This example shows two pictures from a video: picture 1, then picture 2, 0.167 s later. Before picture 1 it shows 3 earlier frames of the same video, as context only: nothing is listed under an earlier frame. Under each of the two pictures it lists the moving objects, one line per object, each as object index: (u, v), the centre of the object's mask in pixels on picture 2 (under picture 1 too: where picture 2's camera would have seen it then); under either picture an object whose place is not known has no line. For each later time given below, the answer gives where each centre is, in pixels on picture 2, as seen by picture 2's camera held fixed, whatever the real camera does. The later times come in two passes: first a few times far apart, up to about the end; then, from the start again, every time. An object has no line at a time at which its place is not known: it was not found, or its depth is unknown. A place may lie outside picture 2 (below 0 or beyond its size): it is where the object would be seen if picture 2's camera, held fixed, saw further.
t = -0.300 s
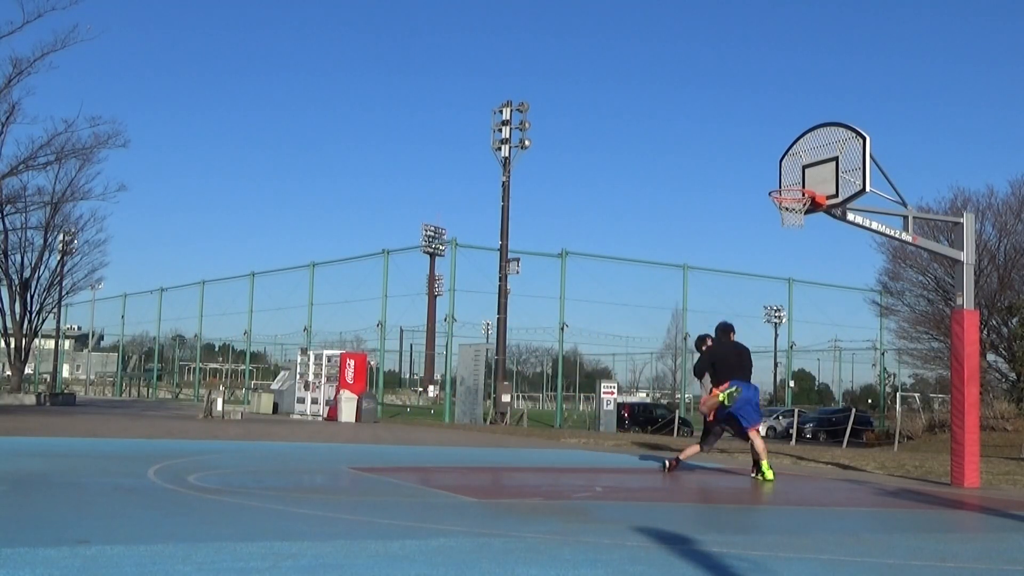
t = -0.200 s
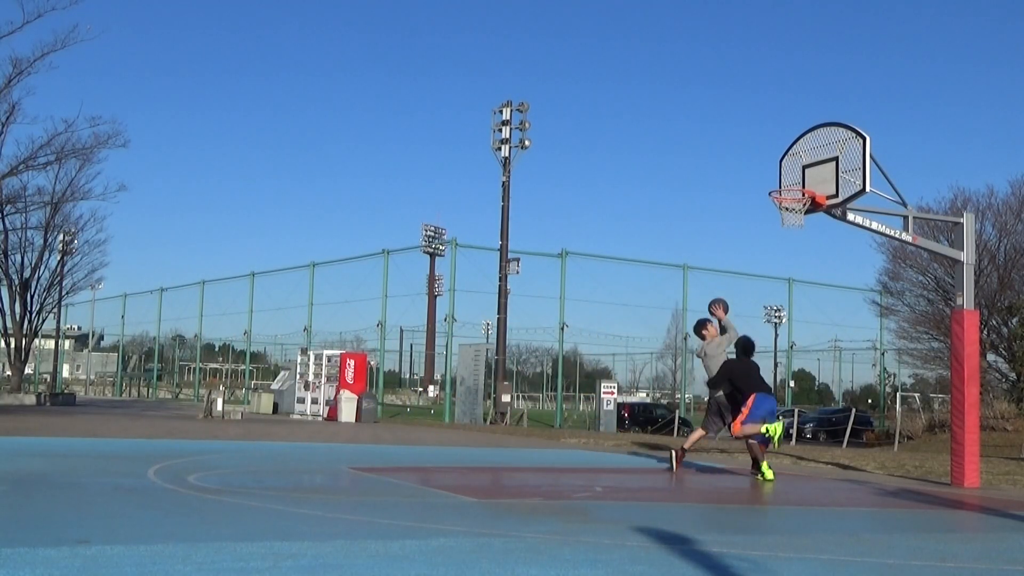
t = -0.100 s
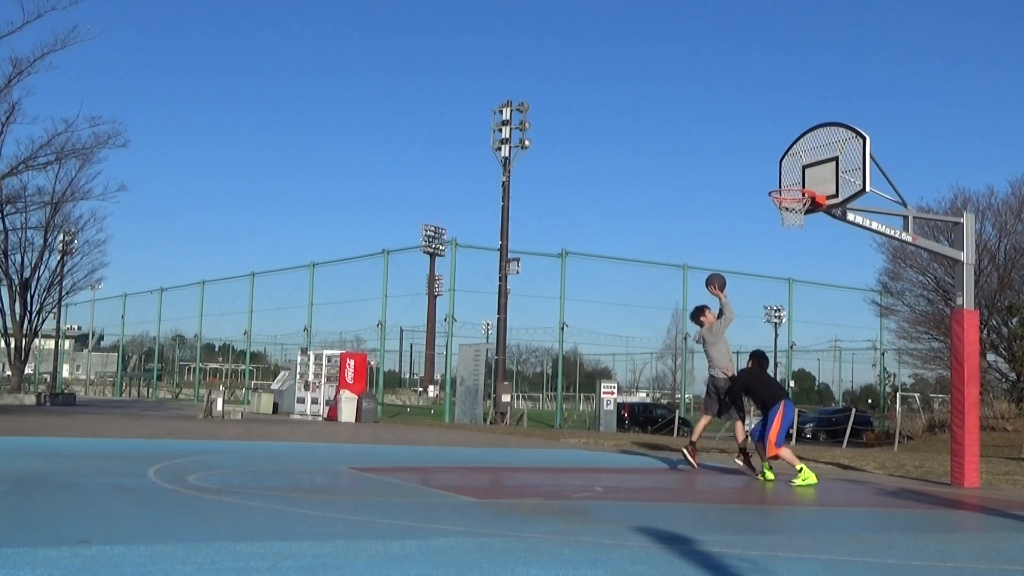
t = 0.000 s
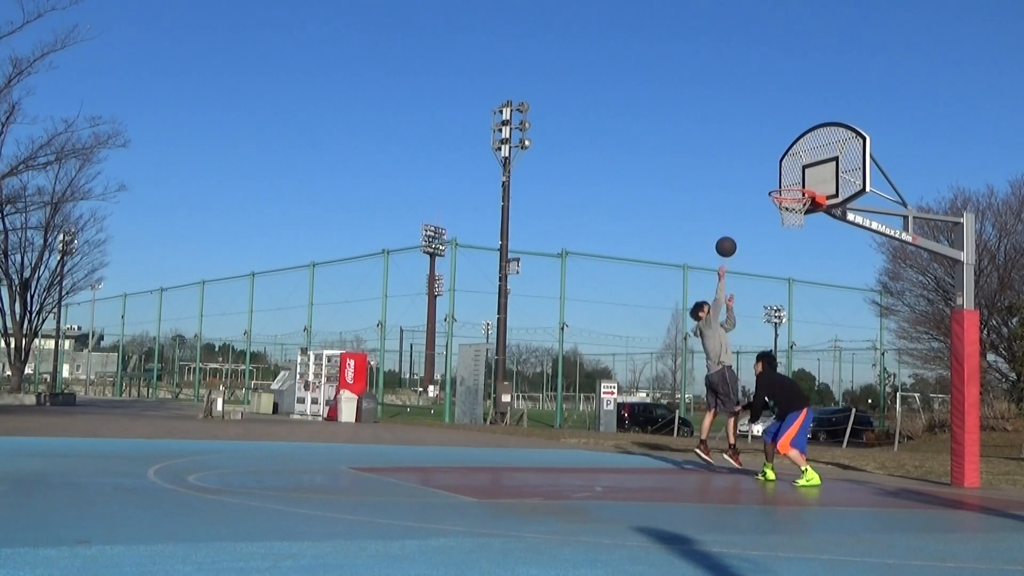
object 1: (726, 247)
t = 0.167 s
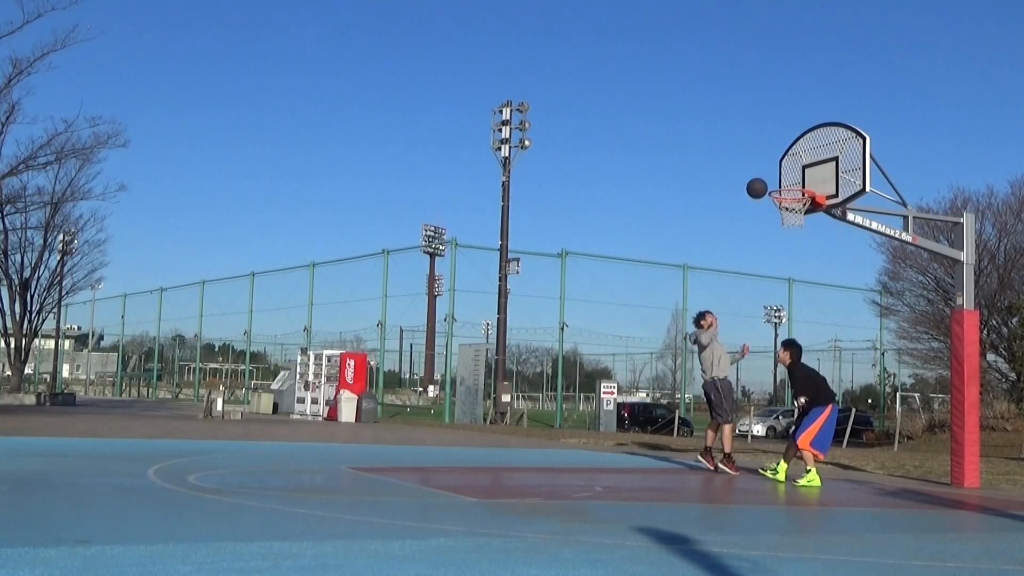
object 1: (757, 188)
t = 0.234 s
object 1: (769, 171)
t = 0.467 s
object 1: (771, 156)
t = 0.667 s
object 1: (770, 182)
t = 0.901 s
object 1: (779, 164)
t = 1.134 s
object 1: (788, 172)
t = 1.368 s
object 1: (799, 176)
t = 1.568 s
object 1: (807, 222)
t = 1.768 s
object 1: (816, 306)
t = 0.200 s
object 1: (763, 179)
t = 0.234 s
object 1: (769, 171)
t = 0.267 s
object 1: (771, 165)
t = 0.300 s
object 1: (771, 162)
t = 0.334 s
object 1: (771, 159)
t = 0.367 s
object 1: (771, 157)
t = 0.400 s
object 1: (771, 156)
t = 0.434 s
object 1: (771, 156)
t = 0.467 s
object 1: (771, 156)
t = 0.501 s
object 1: (770, 158)
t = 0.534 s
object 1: (770, 161)
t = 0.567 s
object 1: (770, 165)
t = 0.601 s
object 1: (770, 170)
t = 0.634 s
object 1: (770, 176)
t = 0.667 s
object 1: (770, 182)
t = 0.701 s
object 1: (771, 179)
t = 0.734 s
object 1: (772, 174)
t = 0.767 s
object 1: (774, 170)
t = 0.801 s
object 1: (775, 167)
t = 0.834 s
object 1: (776, 165)
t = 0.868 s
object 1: (778, 164)
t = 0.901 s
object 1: (779, 164)
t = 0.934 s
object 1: (780, 164)
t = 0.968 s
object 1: (781, 166)
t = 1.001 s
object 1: (783, 169)
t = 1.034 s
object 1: (784, 173)
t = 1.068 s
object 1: (785, 178)
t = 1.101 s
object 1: (787, 175)
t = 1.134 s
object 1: (788, 172)
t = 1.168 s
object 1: (790, 169)
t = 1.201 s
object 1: (791, 168)
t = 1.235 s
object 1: (792, 168)
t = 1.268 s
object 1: (794, 168)
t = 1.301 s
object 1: (795, 170)
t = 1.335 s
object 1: (797, 173)
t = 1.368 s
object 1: (799, 176)
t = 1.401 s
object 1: (800, 181)
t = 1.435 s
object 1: (801, 187)
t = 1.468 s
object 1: (803, 194)
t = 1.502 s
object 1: (805, 202)
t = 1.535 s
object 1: (806, 211)
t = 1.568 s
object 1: (807, 222)
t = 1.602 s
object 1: (809, 232)
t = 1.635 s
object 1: (810, 245)
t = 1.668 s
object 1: (812, 259)
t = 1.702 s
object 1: (813, 273)
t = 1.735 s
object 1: (815, 289)
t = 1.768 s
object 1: (816, 306)
